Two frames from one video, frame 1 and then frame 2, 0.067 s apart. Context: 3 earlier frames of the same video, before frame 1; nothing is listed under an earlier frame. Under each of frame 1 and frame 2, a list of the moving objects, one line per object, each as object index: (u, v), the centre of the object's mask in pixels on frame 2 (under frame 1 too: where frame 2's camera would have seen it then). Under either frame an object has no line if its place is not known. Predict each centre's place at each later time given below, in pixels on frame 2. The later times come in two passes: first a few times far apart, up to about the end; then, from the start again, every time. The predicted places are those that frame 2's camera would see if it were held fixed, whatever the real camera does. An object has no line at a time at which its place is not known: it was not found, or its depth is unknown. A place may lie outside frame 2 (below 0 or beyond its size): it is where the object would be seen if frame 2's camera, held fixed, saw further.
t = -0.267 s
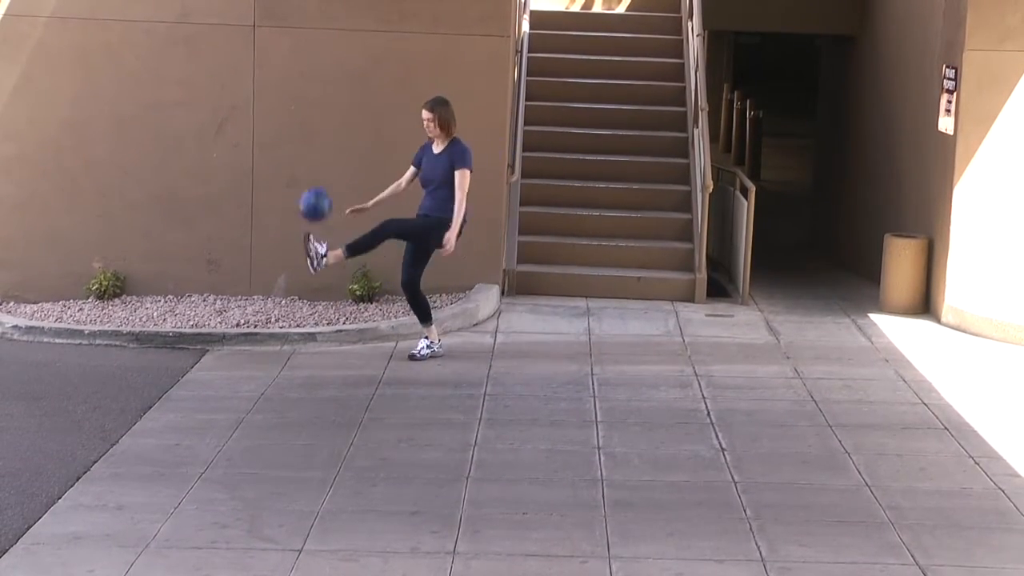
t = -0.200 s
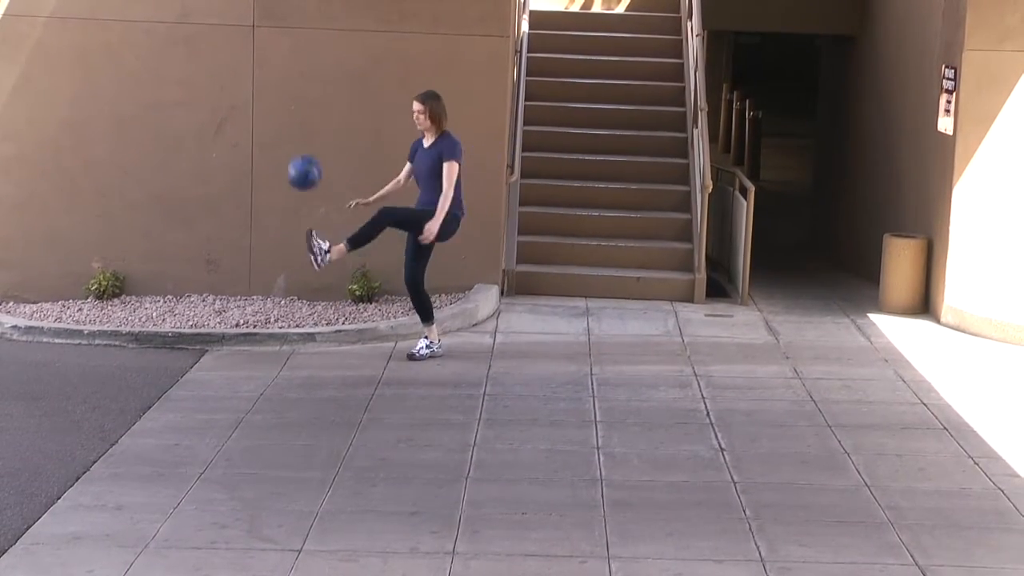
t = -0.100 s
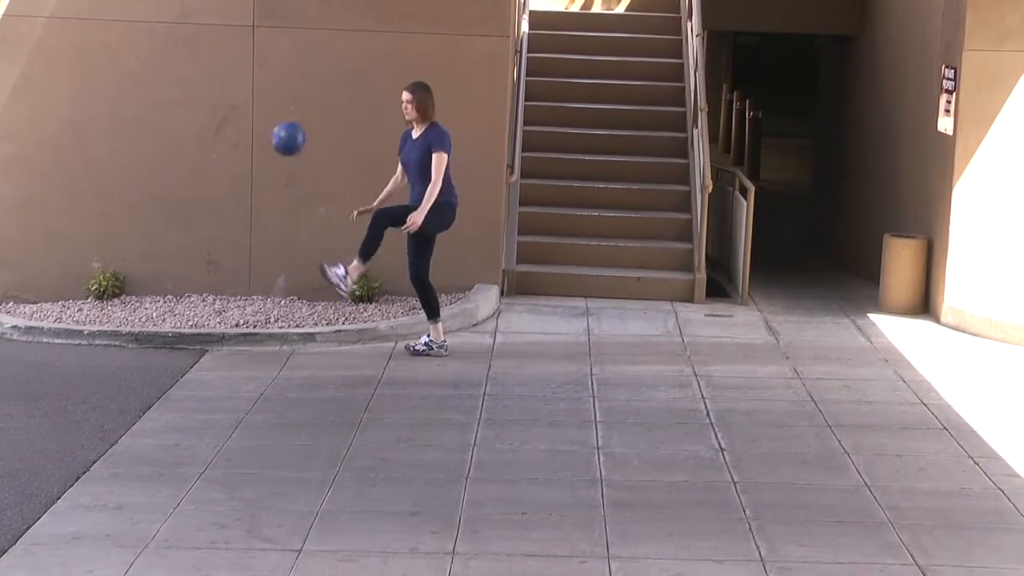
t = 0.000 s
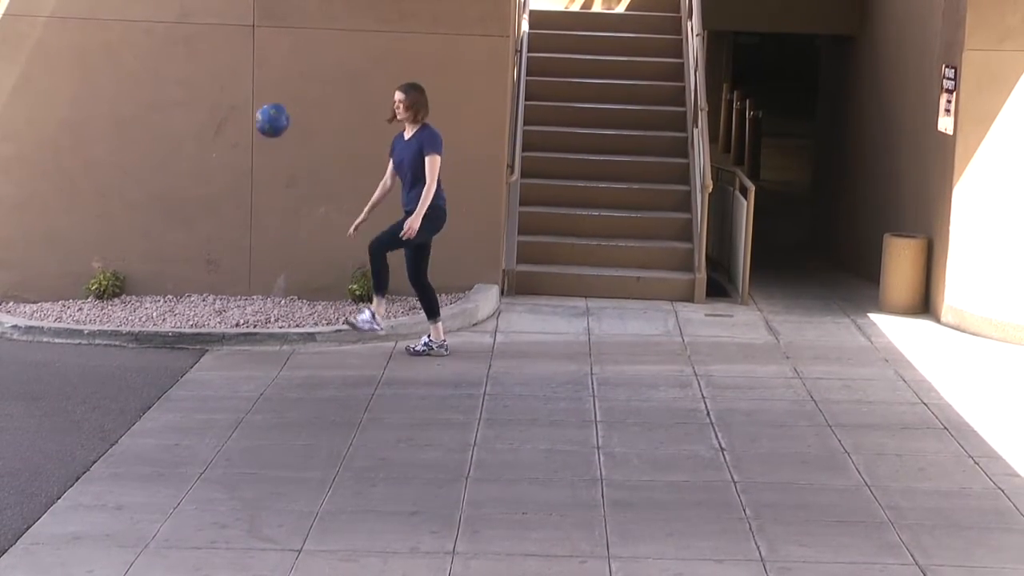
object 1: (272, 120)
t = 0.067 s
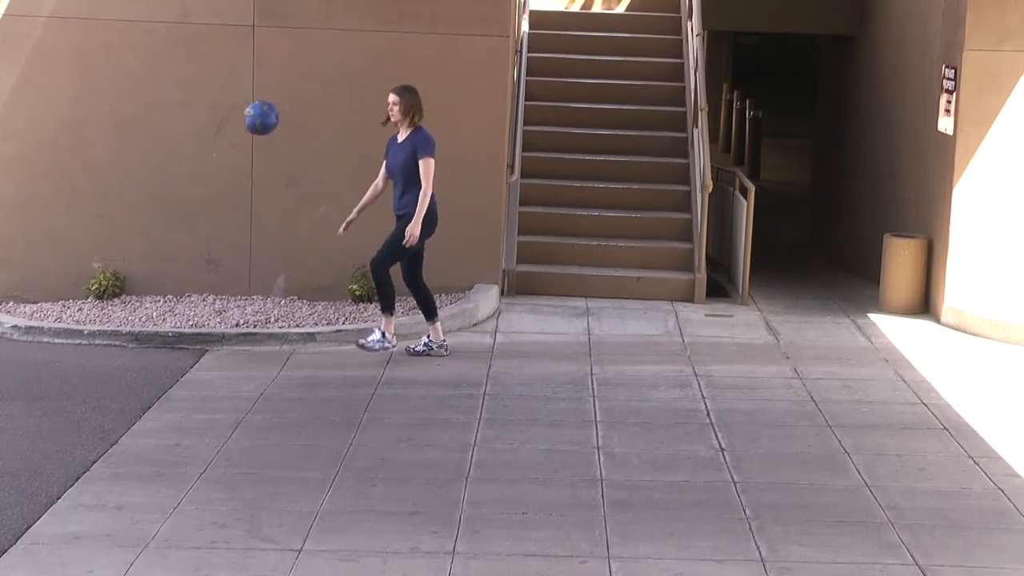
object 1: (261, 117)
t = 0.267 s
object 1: (226, 154)
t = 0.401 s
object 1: (203, 216)
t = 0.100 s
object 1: (255, 119)
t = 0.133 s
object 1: (250, 122)
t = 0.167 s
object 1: (244, 127)
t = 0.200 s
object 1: (238, 134)
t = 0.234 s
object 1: (232, 143)
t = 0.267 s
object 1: (226, 154)
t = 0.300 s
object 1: (220, 166)
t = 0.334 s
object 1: (214, 181)
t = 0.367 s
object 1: (209, 197)
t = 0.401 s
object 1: (203, 216)
